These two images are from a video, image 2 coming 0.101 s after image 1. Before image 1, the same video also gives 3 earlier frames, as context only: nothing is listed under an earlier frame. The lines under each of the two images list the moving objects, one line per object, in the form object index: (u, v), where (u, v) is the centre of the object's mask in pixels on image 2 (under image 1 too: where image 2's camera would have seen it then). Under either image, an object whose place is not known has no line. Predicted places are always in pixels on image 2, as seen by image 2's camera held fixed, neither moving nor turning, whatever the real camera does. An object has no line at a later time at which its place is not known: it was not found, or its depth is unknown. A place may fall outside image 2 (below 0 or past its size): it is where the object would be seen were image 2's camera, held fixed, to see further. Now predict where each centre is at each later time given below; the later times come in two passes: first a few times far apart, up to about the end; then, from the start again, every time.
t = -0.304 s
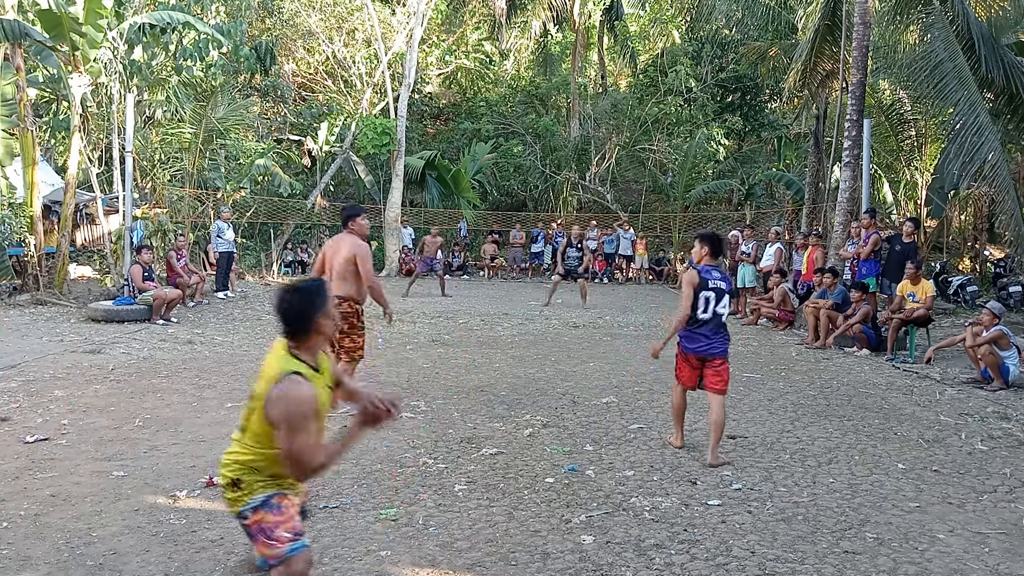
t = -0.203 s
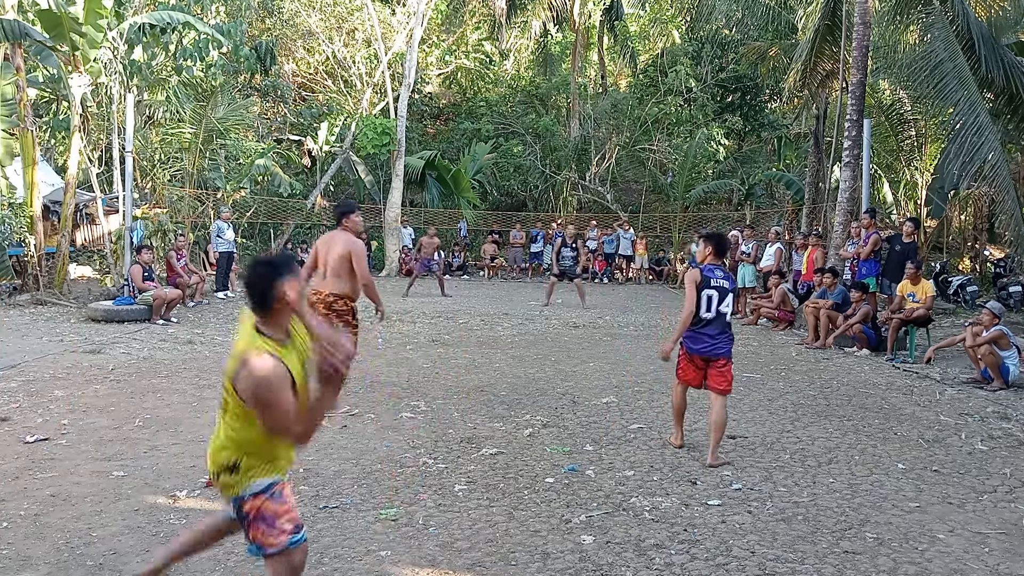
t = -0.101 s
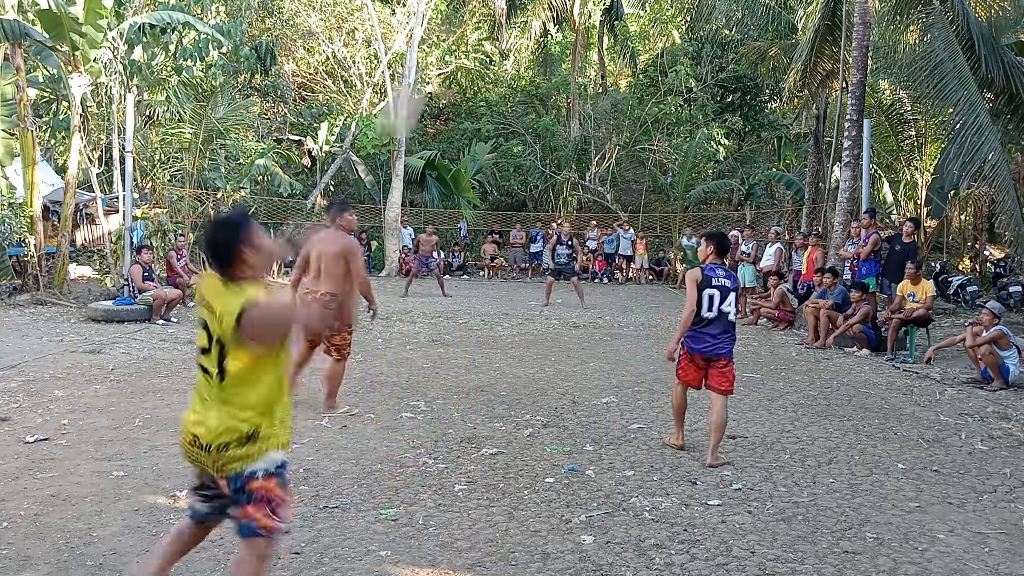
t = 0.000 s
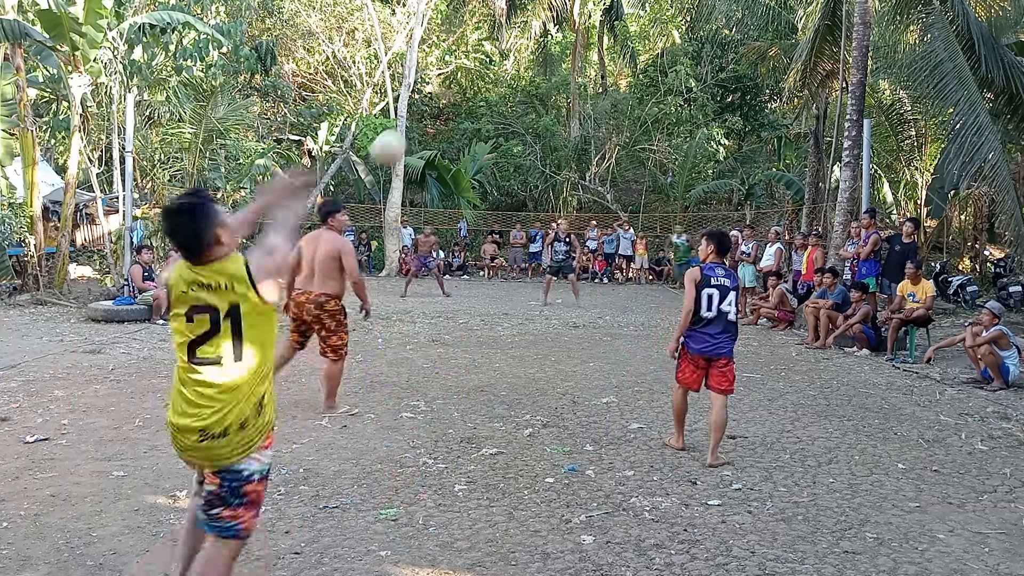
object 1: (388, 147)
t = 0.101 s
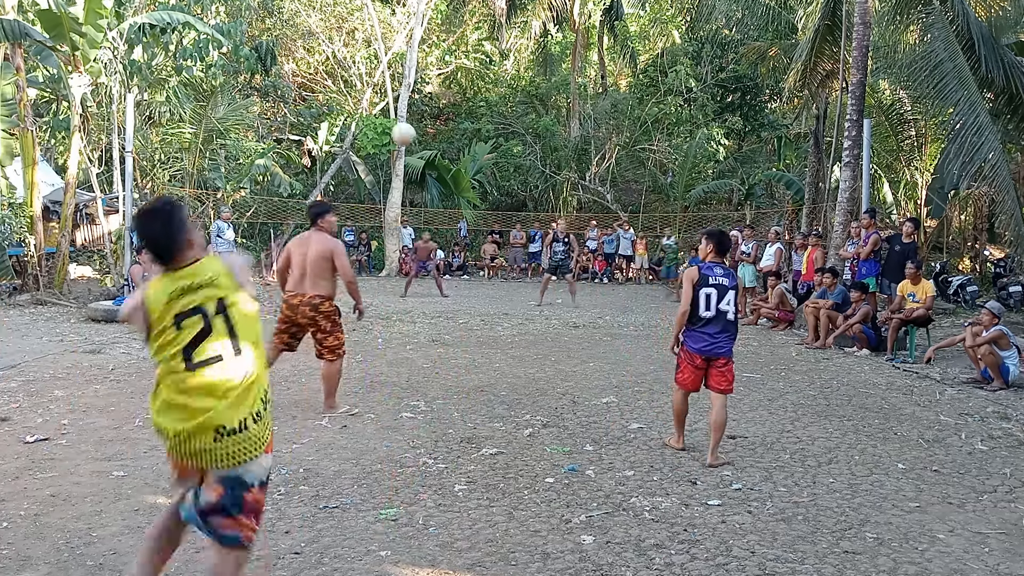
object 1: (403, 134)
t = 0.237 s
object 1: (413, 148)
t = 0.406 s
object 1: (419, 187)
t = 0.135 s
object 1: (406, 135)
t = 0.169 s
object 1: (410, 139)
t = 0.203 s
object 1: (411, 143)
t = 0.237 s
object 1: (413, 148)
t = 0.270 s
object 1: (414, 154)
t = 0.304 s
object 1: (415, 162)
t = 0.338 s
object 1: (417, 170)
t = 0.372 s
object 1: (418, 179)
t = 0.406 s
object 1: (419, 187)
